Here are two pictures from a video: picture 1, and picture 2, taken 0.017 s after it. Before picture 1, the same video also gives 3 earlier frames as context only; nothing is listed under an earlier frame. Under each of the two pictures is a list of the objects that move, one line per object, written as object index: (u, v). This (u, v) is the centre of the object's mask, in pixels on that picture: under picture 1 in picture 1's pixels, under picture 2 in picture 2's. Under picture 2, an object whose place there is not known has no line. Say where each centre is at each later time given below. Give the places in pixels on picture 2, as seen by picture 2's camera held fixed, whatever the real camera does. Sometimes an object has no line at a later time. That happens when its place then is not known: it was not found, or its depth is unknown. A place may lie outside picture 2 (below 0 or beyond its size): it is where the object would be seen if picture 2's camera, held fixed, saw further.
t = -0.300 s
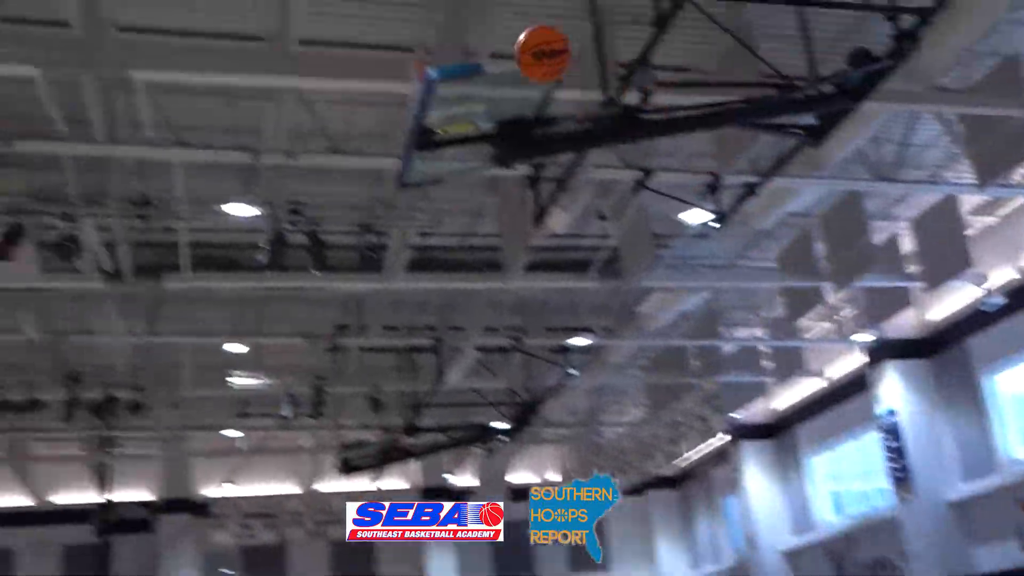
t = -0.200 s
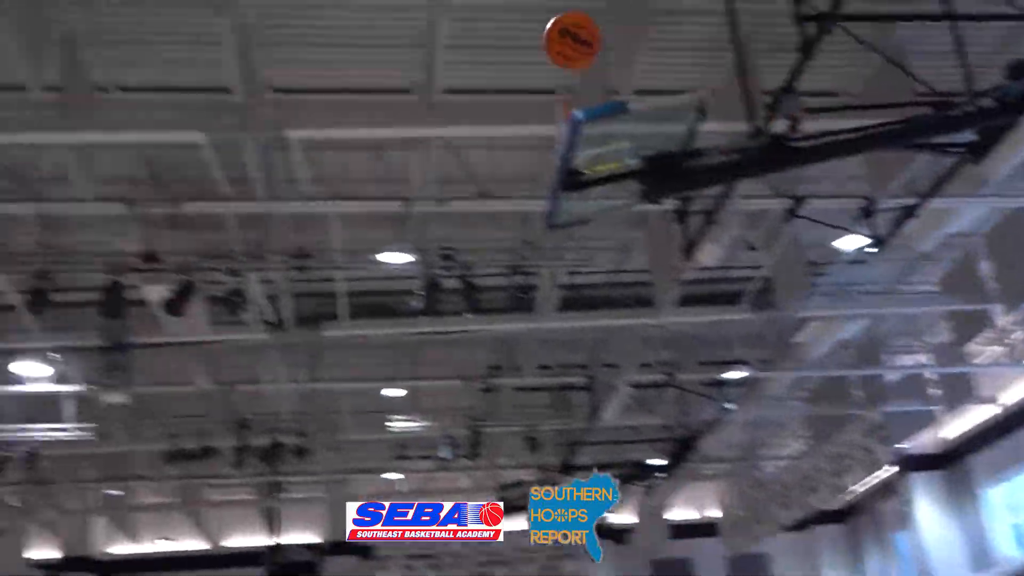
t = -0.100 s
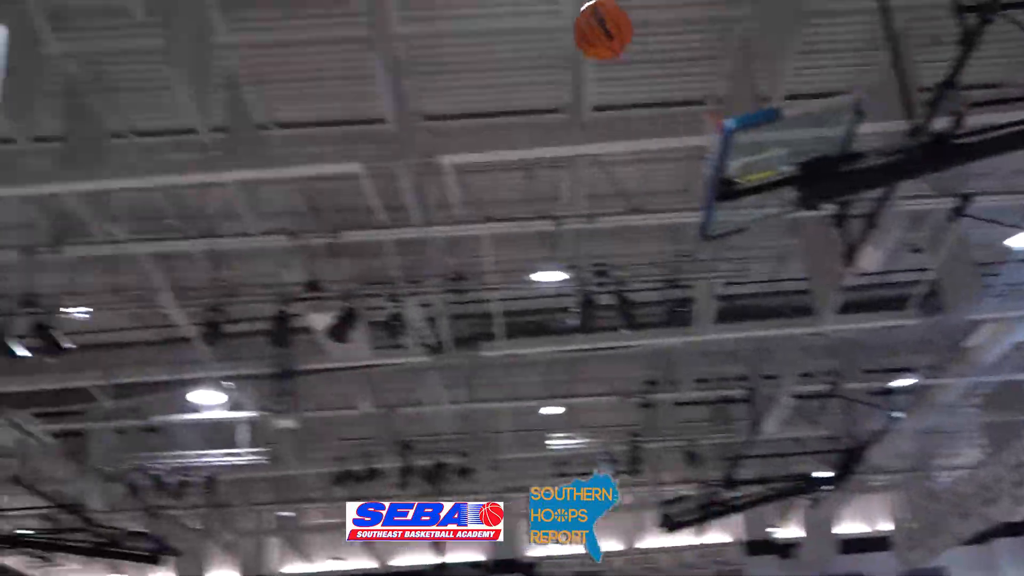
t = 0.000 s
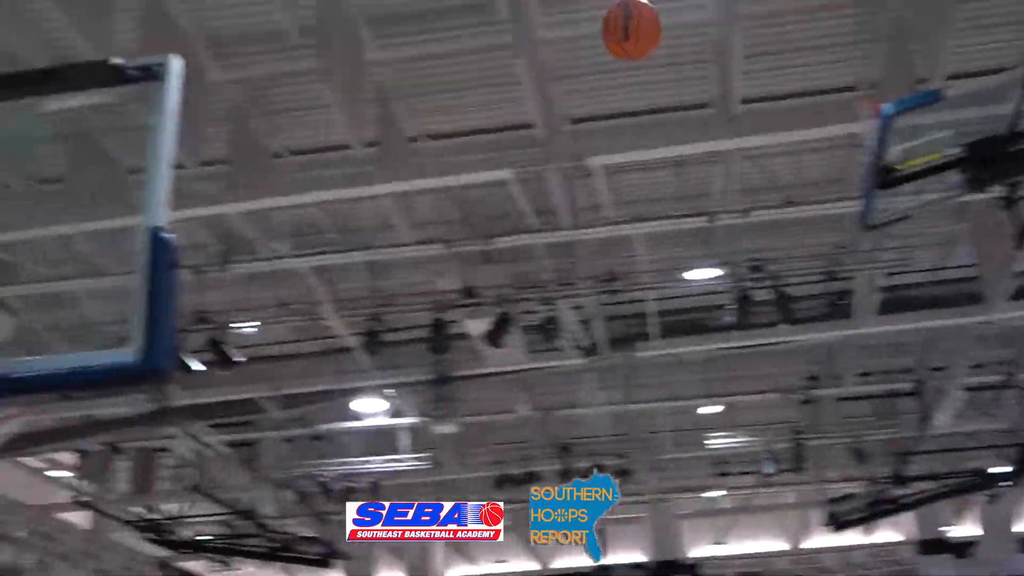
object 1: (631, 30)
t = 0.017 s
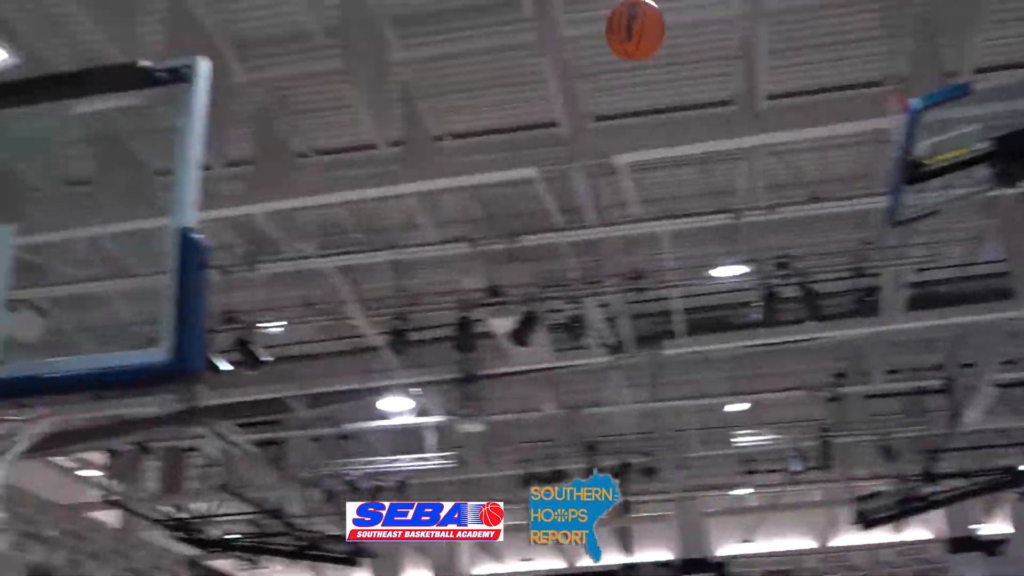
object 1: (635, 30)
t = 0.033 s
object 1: (613, 33)
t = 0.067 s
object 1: (568, 43)
